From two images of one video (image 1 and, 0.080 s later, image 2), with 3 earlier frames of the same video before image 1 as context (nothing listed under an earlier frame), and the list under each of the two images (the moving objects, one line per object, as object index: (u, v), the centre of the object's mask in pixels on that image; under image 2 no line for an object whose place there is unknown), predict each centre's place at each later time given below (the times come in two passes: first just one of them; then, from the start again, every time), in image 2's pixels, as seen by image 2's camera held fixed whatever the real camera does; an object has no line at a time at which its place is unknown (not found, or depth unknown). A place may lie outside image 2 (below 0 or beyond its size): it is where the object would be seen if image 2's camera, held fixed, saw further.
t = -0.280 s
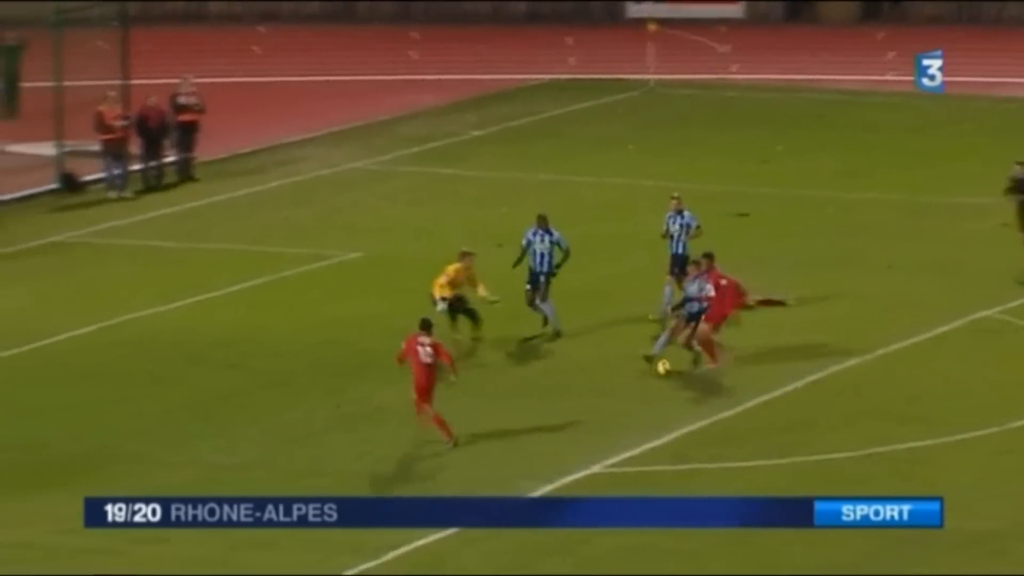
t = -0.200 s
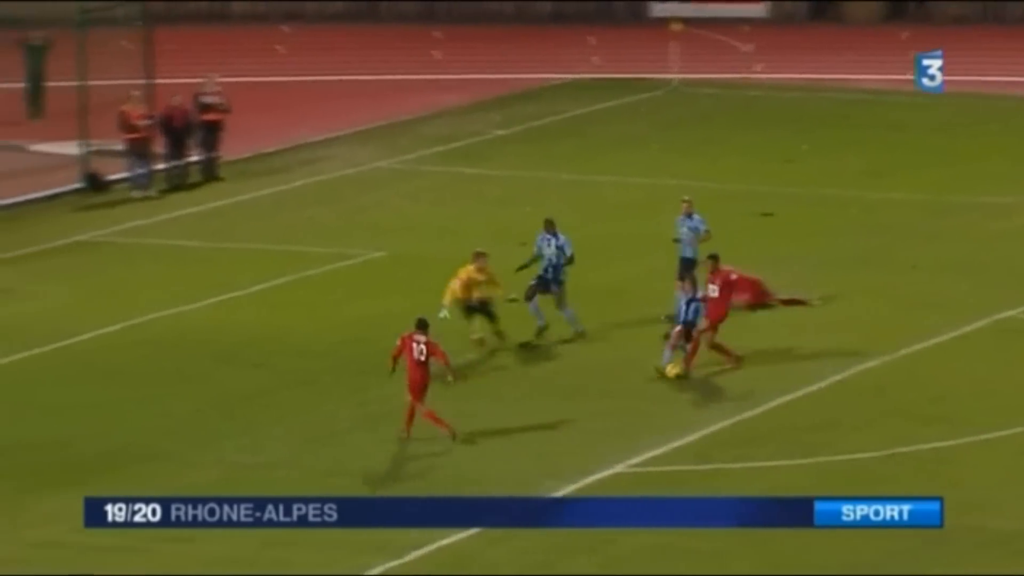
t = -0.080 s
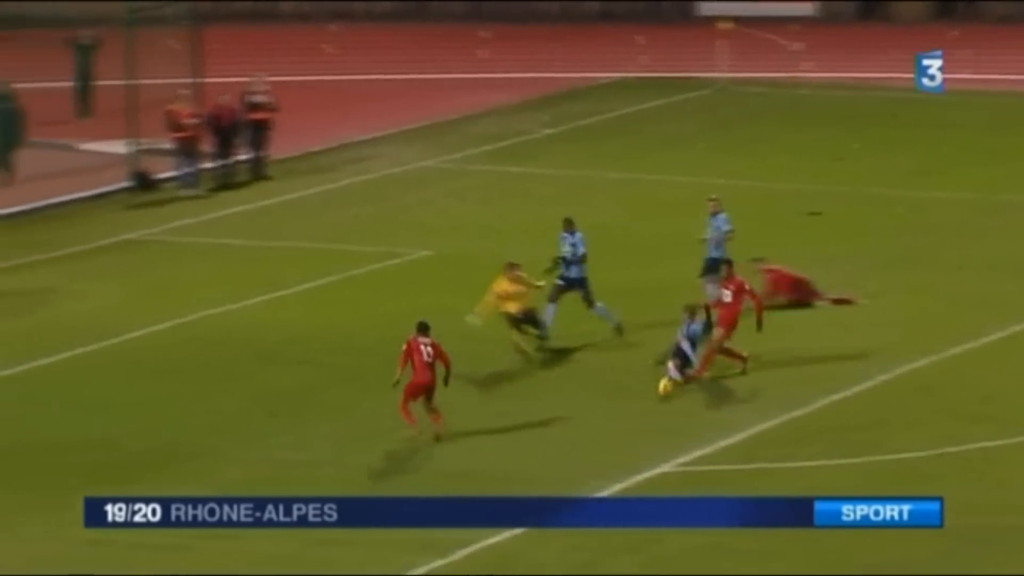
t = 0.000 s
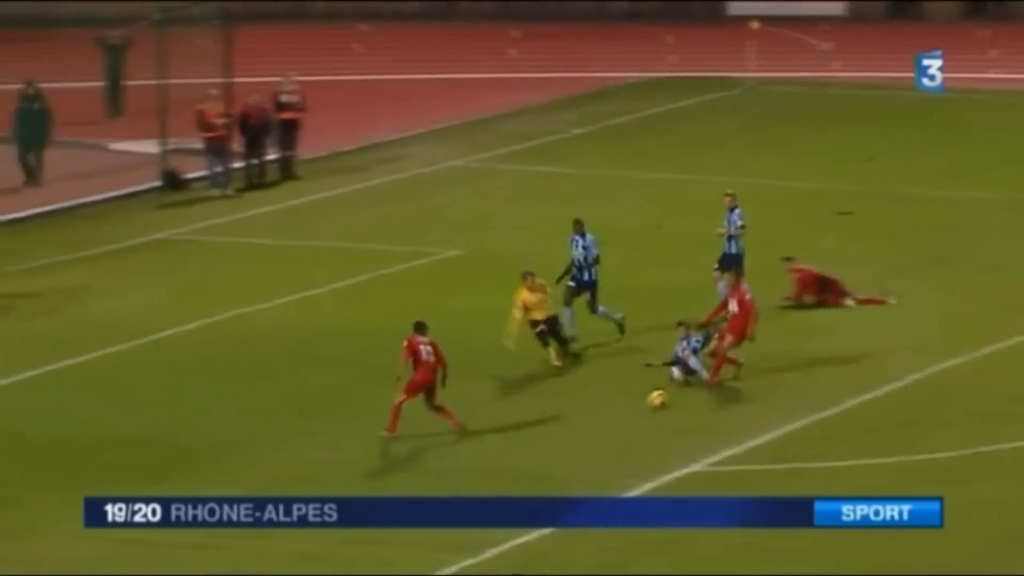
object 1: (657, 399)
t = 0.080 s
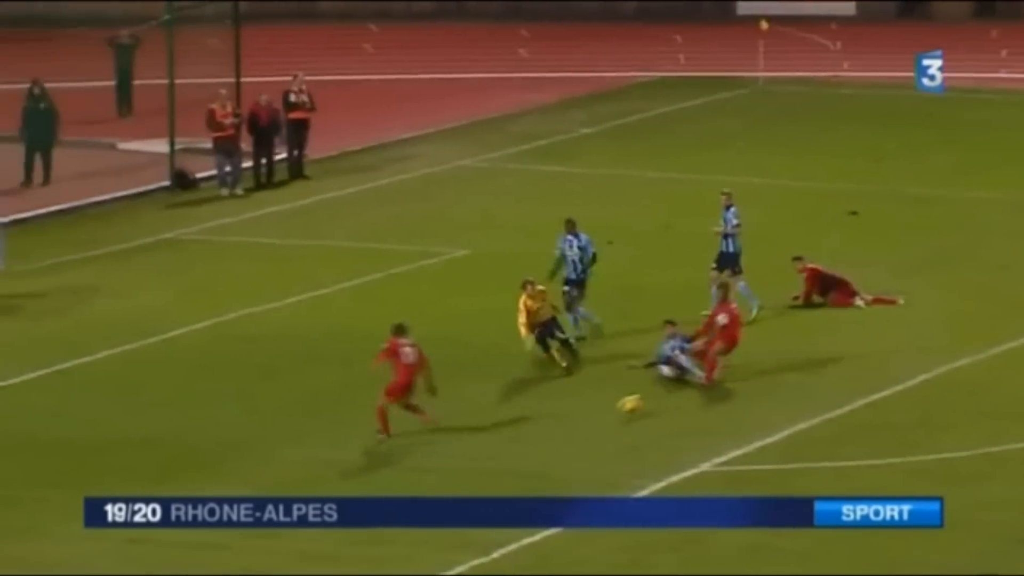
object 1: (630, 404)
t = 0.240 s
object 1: (561, 428)
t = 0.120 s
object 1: (613, 408)
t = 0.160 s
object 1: (596, 414)
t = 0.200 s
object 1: (579, 421)
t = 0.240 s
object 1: (561, 428)
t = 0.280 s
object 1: (545, 430)
